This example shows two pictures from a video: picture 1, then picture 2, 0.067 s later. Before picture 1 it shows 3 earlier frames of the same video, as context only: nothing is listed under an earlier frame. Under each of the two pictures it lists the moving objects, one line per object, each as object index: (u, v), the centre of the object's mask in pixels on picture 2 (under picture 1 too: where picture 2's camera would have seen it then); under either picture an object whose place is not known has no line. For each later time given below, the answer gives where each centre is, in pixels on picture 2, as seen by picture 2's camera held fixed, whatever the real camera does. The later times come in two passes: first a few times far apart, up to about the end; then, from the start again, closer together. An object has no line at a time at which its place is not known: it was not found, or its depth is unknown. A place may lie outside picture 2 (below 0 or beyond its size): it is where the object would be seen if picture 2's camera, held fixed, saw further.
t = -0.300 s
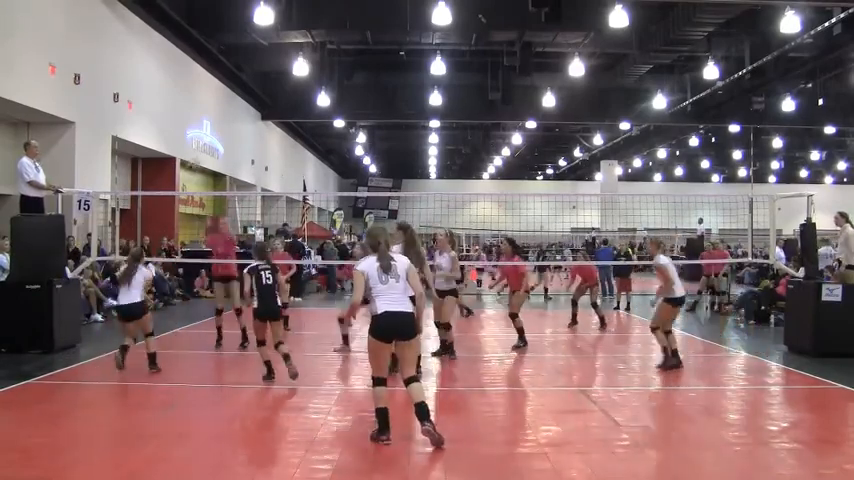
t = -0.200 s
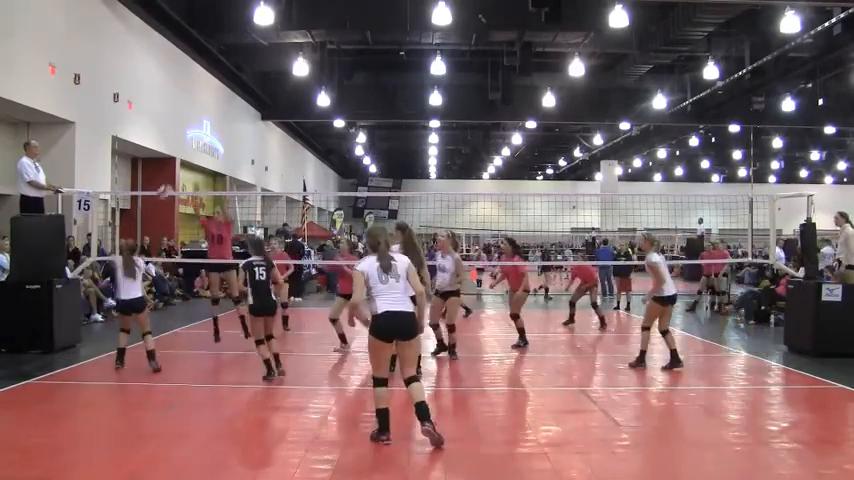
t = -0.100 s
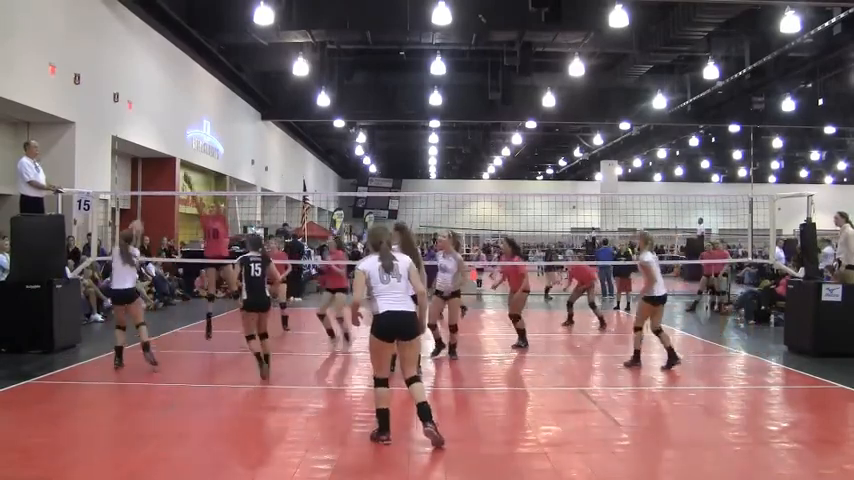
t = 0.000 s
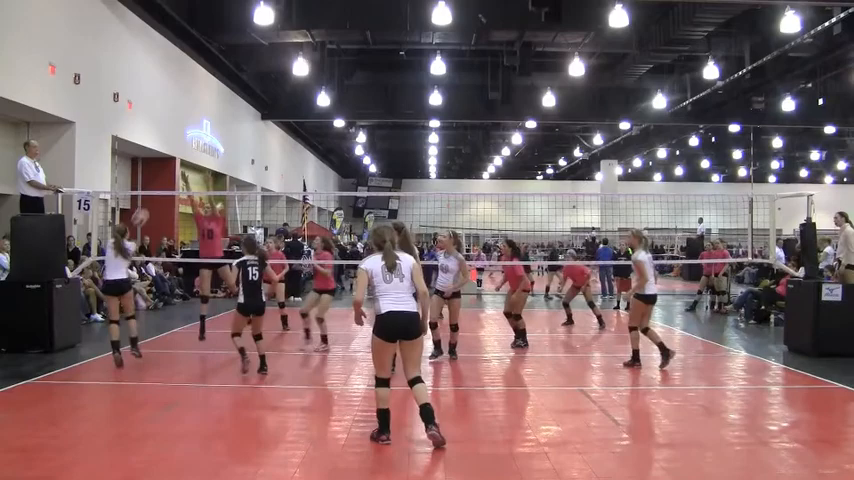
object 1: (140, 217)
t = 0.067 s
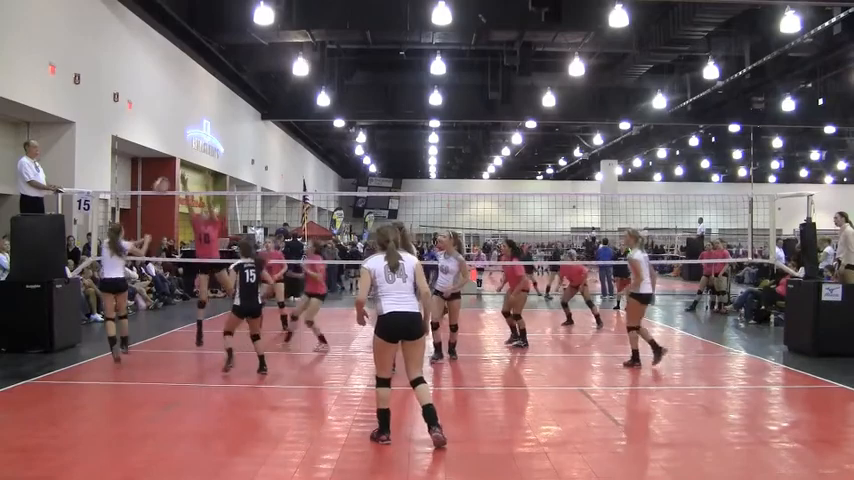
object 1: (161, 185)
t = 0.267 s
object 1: (215, 123)
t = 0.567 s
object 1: (283, 86)
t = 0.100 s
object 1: (170, 171)
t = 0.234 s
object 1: (206, 129)
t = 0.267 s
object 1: (215, 123)
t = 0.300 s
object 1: (223, 116)
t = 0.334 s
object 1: (232, 109)
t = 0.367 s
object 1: (241, 102)
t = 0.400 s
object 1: (248, 97)
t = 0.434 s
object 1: (256, 93)
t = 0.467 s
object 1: (263, 91)
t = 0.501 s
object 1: (270, 89)
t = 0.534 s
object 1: (277, 88)
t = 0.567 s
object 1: (283, 86)
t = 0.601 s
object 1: (290, 86)
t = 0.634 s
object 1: (296, 86)
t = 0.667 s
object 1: (303, 87)
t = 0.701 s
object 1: (308, 89)
